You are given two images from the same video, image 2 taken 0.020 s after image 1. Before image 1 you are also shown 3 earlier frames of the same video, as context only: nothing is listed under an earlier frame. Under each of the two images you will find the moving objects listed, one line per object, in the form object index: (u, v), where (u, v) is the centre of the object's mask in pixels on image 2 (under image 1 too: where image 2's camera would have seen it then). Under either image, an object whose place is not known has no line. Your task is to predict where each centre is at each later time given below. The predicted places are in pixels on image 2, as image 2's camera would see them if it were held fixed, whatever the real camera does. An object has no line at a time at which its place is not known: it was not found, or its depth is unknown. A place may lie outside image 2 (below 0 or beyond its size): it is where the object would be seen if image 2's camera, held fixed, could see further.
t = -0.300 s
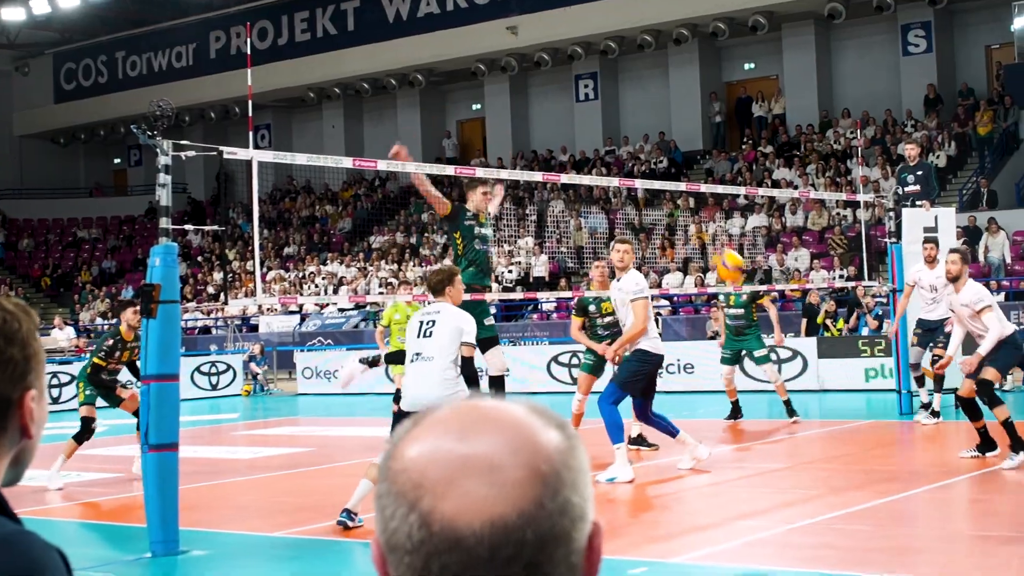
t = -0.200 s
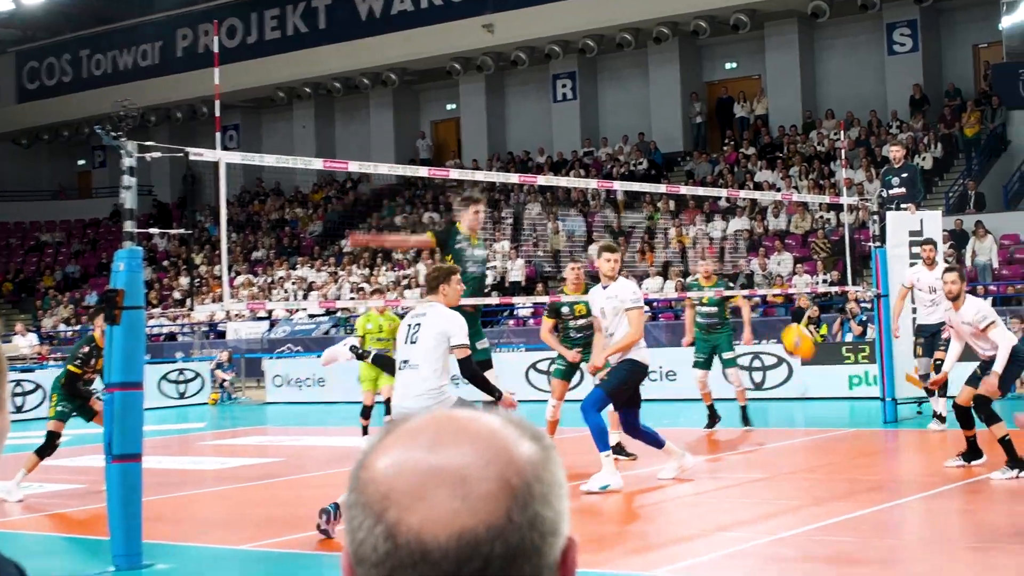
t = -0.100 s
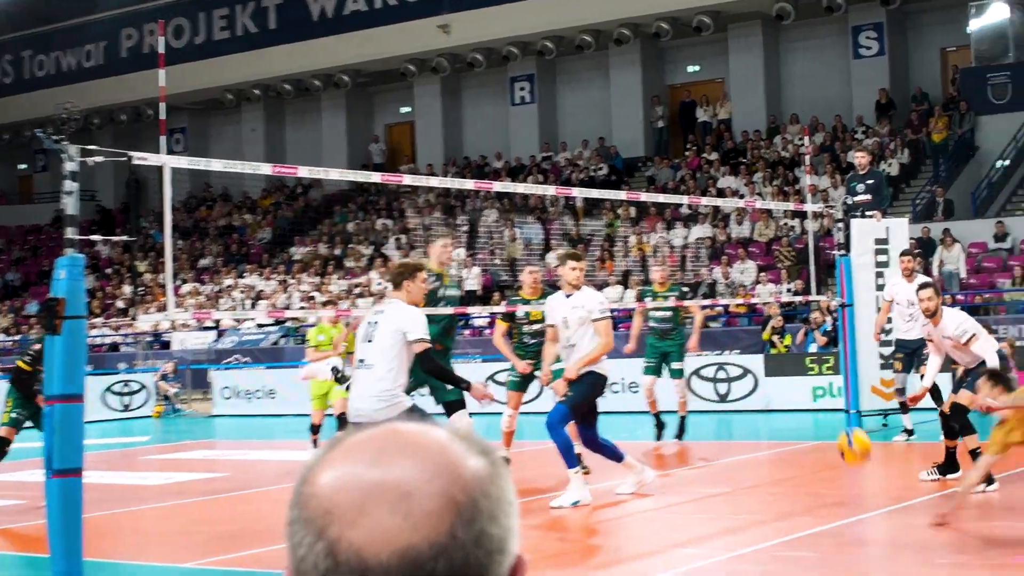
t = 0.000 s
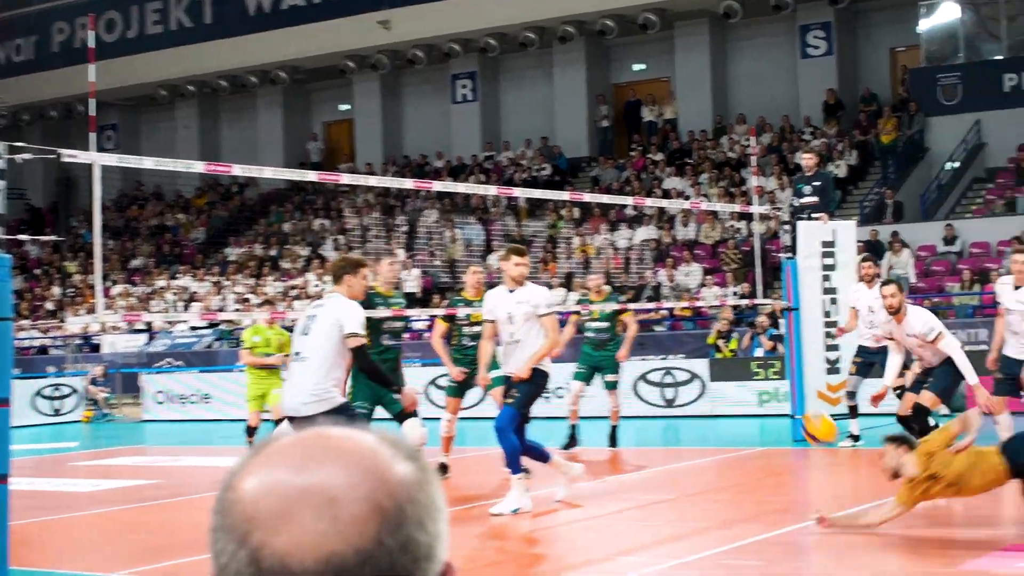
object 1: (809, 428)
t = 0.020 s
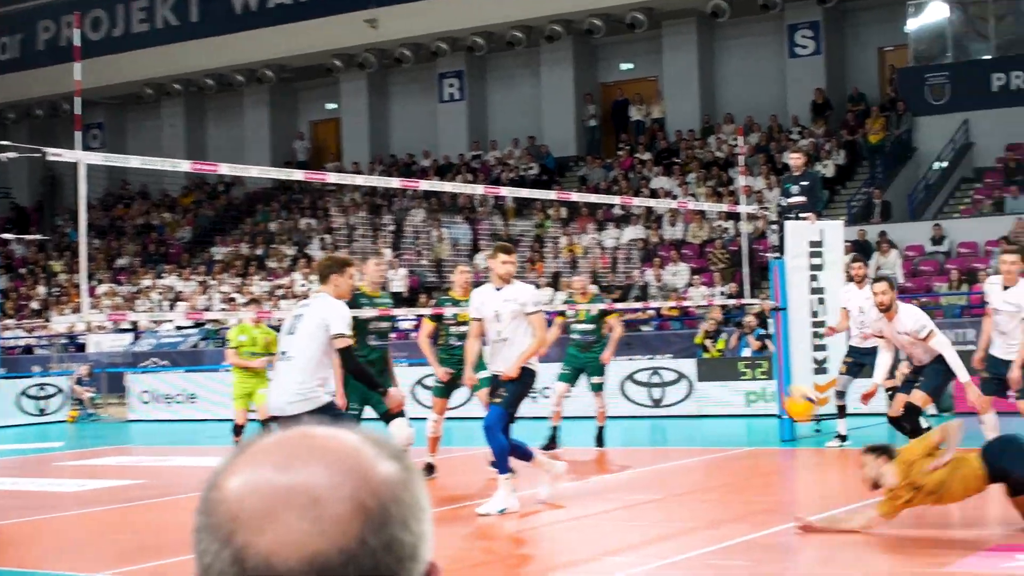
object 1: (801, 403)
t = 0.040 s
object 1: (790, 381)
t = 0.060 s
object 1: (780, 359)
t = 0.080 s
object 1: (772, 338)
